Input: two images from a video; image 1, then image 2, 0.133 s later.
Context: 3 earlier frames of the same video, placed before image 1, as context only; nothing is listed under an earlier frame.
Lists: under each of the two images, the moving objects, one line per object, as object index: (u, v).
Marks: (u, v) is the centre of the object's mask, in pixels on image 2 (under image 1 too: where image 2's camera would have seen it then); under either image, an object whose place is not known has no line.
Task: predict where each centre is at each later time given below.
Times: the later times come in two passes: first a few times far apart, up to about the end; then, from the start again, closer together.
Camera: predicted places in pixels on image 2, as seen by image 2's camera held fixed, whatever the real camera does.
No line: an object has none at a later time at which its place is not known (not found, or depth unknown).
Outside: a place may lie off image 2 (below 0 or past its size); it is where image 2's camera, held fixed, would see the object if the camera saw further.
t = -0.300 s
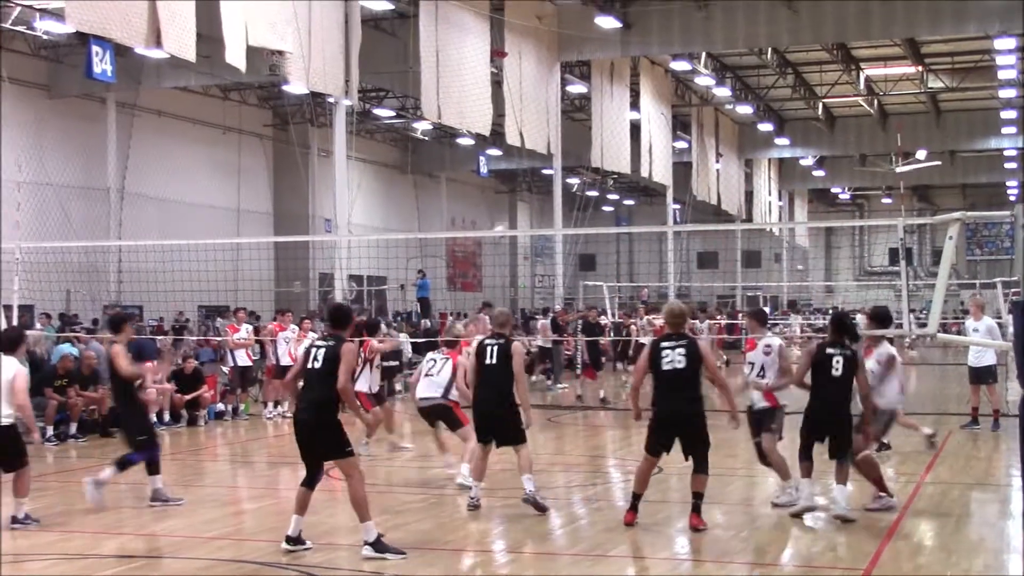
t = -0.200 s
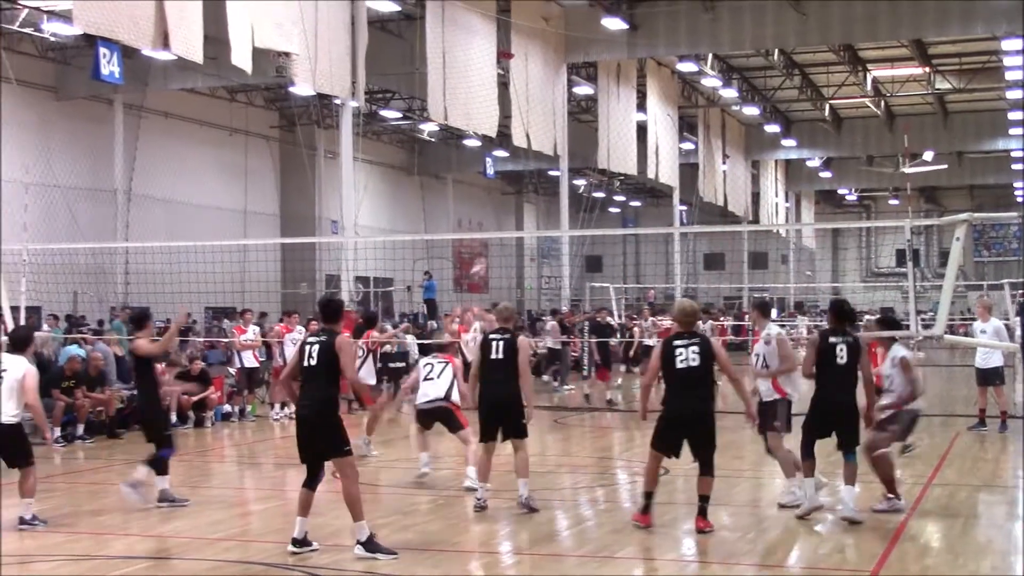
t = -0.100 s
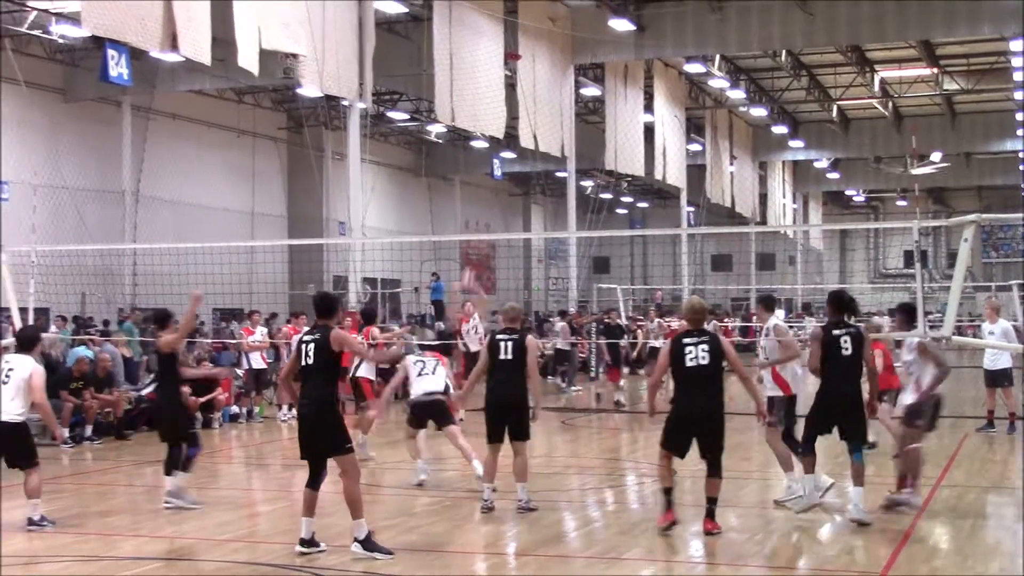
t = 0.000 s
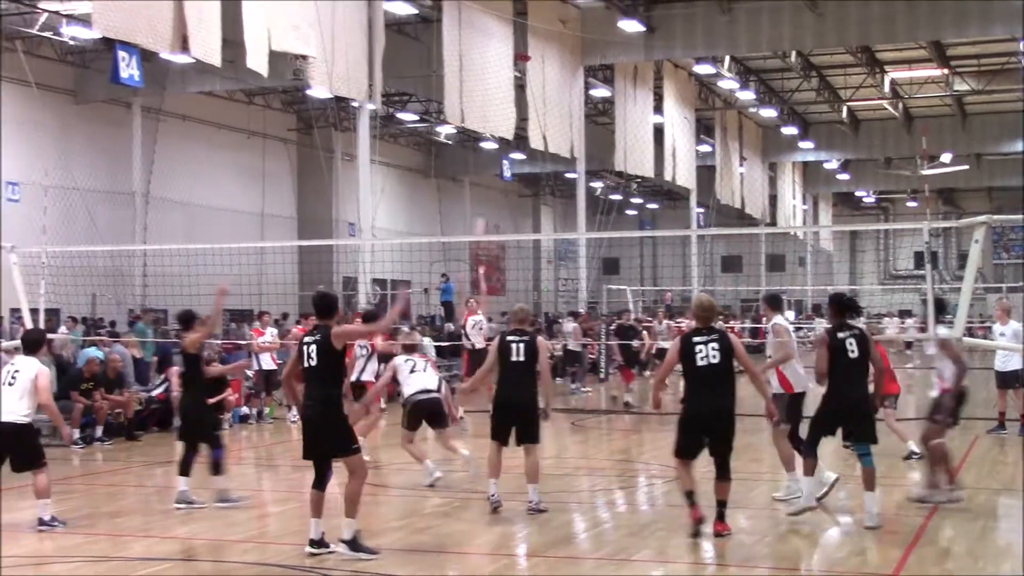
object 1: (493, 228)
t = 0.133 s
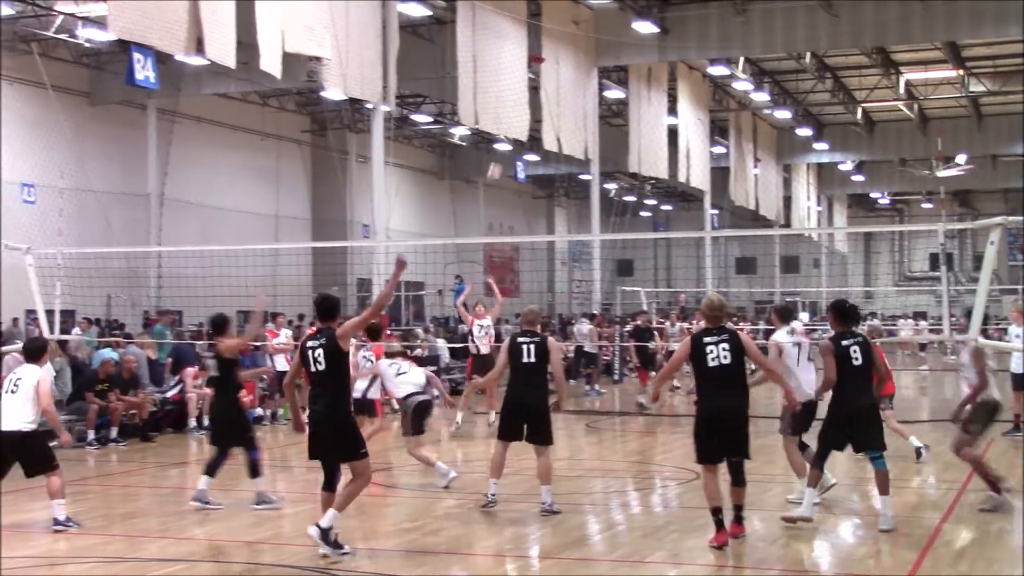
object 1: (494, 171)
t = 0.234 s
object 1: (494, 137)
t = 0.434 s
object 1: (499, 86)
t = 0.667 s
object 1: (503, 63)
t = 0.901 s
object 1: (509, 77)
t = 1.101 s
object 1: (514, 121)
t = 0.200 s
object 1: (494, 146)
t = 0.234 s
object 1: (494, 137)
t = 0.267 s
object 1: (497, 128)
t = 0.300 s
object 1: (496, 118)
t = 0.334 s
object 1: (497, 109)
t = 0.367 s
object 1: (497, 101)
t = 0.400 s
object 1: (499, 92)
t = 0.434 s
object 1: (499, 86)
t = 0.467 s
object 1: (500, 81)
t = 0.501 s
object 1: (500, 75)
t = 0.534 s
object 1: (501, 72)
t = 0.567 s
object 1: (502, 69)
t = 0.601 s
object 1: (502, 66)
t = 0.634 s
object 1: (503, 64)
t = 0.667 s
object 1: (503, 63)
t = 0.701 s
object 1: (504, 62)
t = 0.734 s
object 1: (505, 62)
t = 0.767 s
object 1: (506, 63)
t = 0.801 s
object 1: (507, 65)
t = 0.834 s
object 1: (508, 67)
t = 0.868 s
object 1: (509, 72)
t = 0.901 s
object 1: (509, 77)
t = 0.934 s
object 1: (510, 82)
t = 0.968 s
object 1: (512, 89)
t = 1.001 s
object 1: (512, 95)
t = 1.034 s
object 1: (513, 102)
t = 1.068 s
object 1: (514, 112)
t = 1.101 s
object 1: (514, 121)
